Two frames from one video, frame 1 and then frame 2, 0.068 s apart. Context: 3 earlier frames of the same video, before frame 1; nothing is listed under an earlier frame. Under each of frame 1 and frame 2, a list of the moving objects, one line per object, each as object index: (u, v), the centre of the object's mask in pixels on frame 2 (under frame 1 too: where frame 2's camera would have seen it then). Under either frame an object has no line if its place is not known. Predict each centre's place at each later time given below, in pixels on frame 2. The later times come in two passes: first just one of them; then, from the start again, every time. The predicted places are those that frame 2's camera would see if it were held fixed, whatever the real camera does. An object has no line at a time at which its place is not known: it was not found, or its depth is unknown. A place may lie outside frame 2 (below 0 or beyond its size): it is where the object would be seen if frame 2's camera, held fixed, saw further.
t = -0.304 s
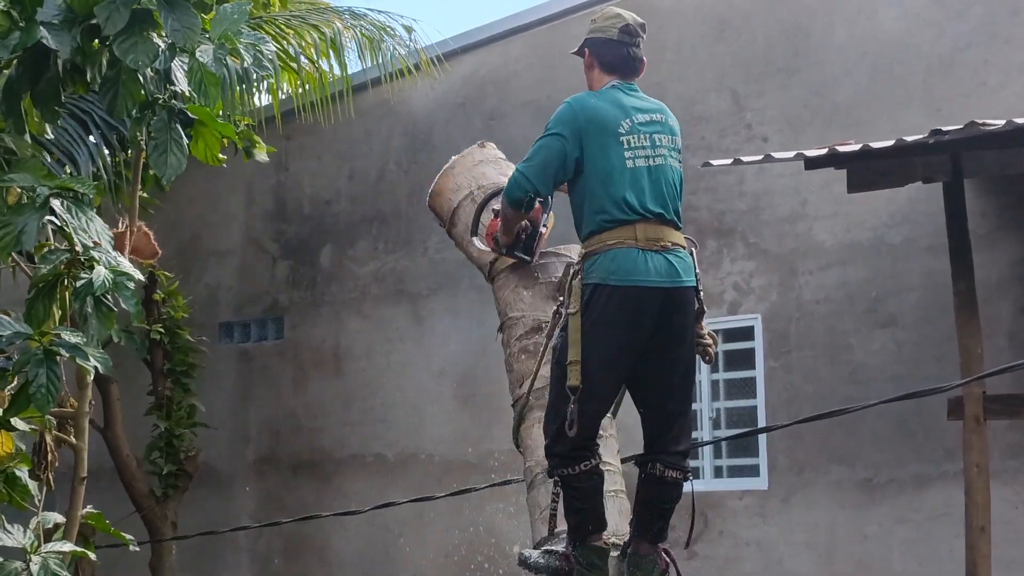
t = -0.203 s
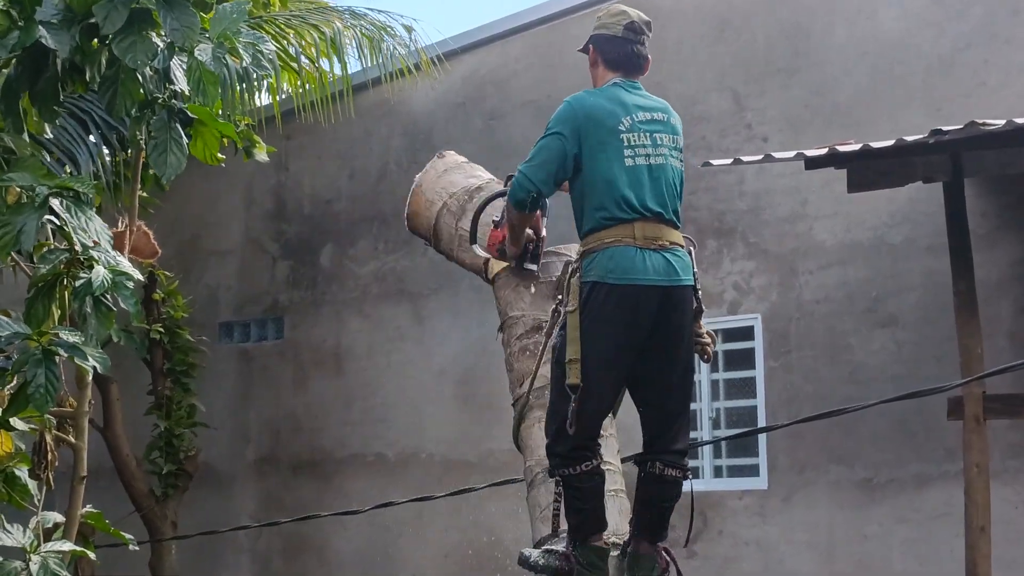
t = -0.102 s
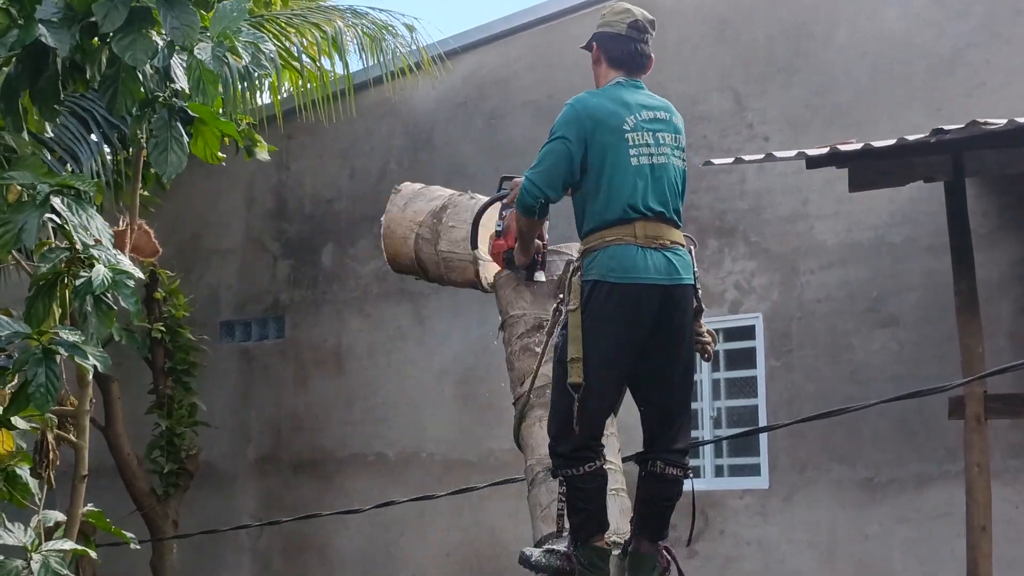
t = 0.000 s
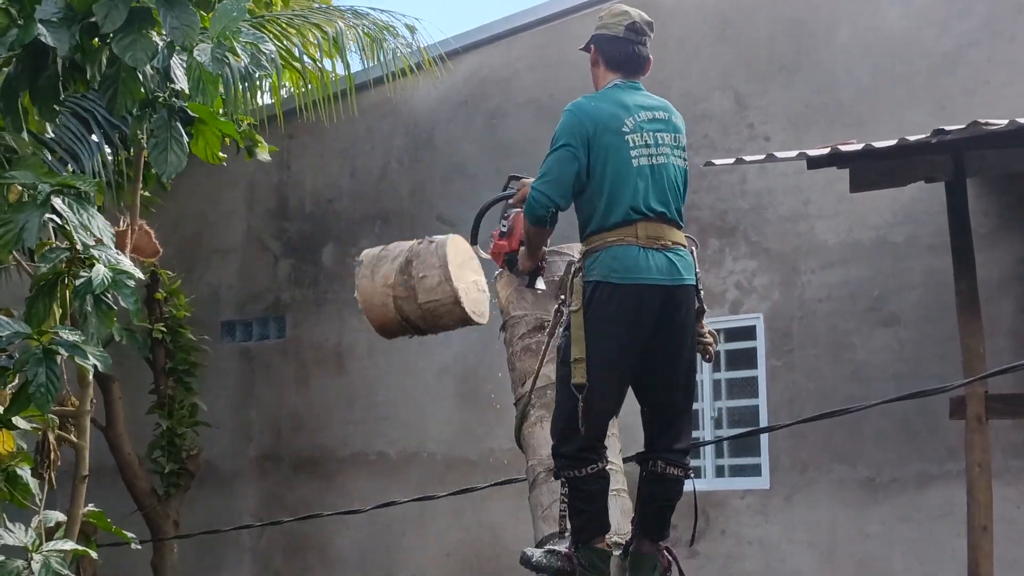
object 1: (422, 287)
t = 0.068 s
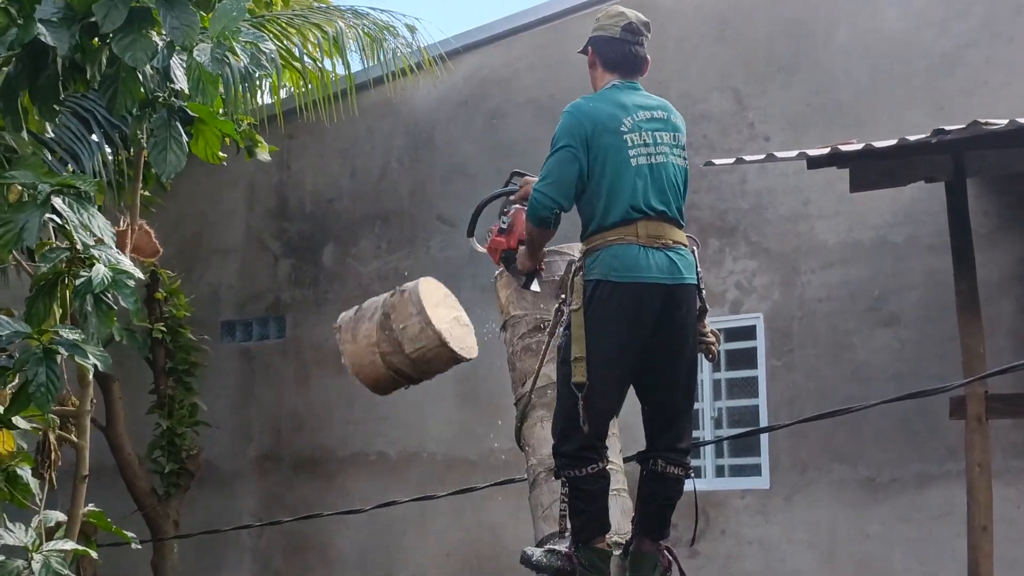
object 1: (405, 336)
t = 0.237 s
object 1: (364, 519)
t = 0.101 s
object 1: (398, 366)
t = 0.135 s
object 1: (389, 400)
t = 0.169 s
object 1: (381, 437)
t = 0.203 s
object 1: (373, 478)
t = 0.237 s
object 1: (364, 519)
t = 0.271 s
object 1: (363, 543)
